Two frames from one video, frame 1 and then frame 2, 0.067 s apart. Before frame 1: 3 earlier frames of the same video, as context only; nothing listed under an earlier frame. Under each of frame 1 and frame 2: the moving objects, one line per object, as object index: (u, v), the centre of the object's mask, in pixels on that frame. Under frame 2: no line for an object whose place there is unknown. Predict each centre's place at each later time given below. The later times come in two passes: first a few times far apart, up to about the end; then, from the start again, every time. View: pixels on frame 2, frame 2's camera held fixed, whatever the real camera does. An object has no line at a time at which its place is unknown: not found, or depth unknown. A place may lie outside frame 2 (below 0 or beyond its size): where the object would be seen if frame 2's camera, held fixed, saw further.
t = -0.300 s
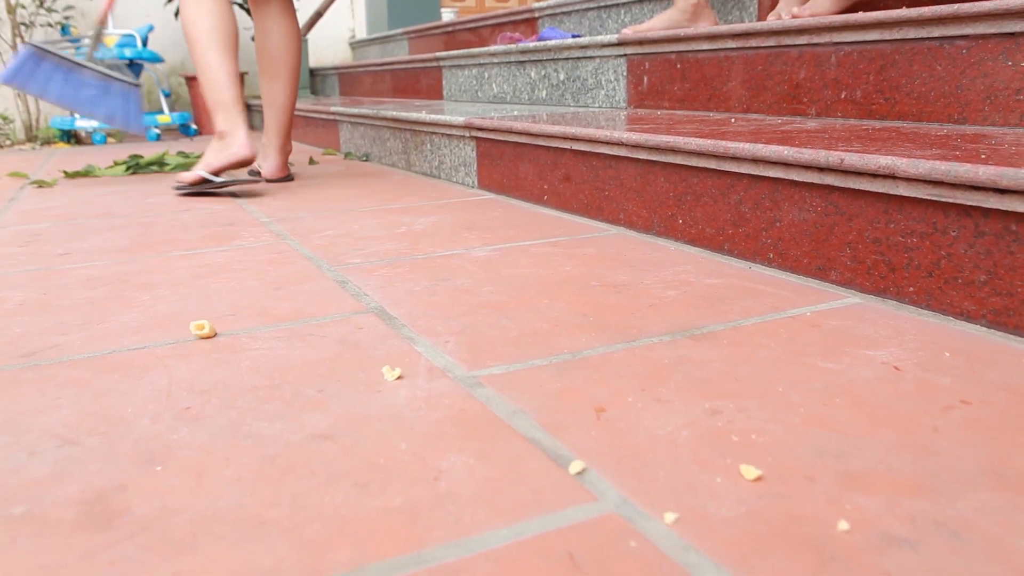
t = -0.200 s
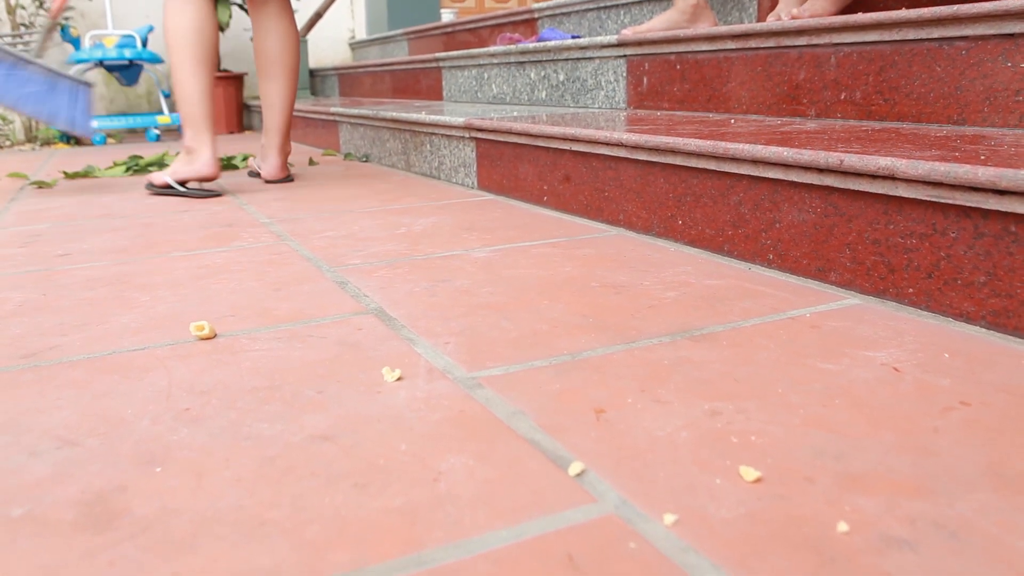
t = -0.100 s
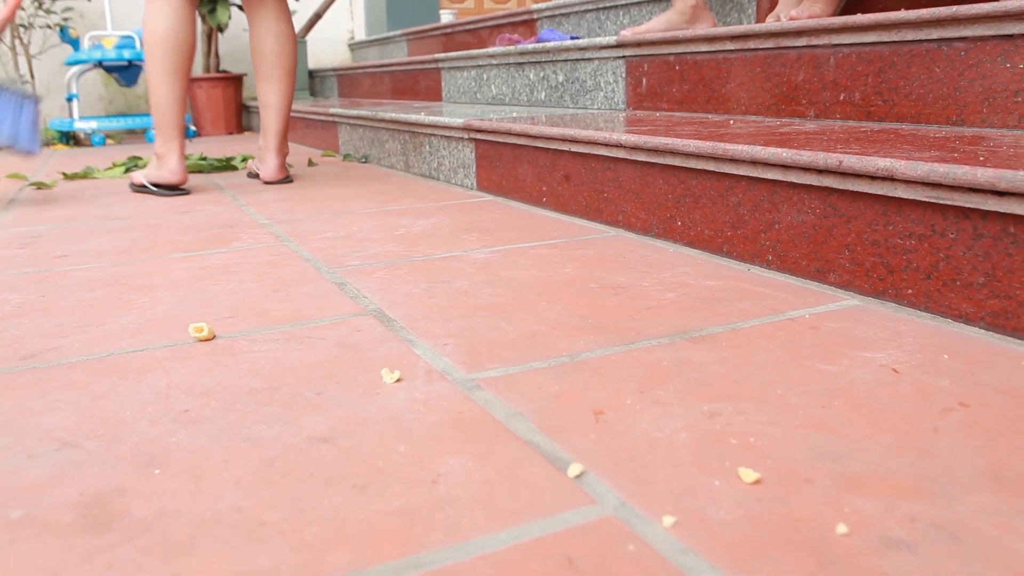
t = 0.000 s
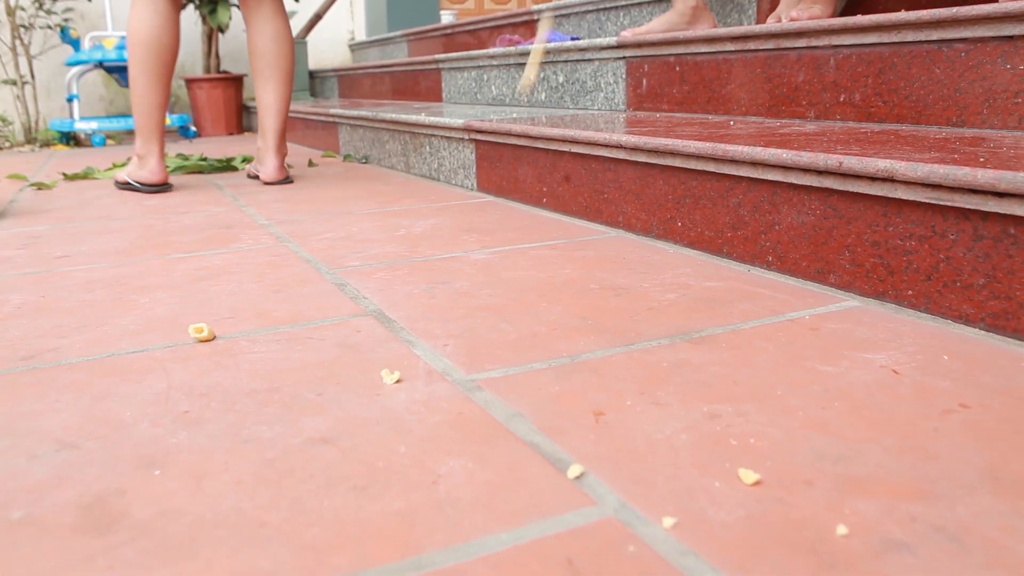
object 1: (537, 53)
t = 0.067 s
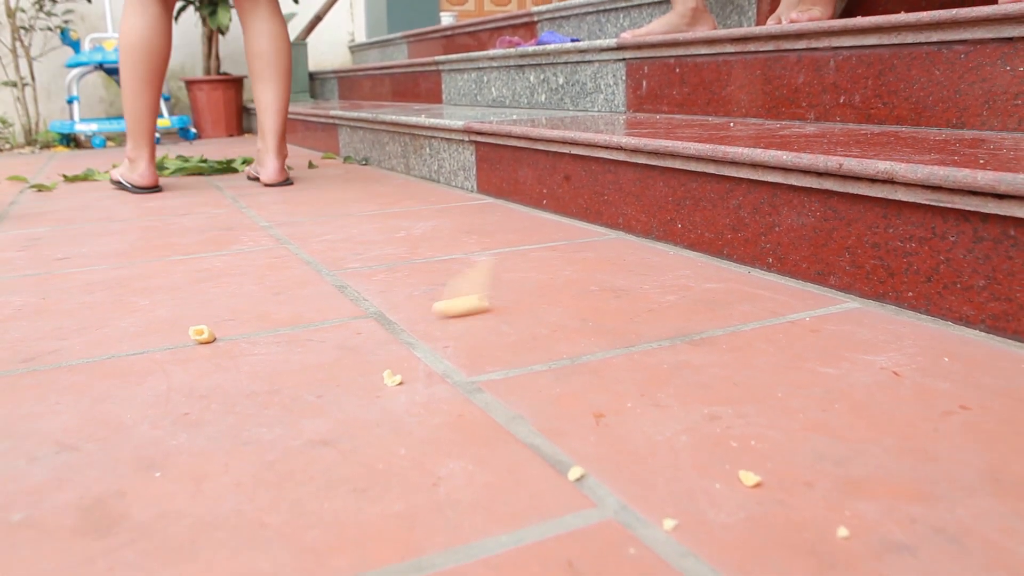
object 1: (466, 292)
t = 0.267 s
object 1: (390, 337)
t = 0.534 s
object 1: (377, 367)
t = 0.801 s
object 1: (376, 372)
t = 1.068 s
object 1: (376, 373)
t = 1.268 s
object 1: (376, 373)
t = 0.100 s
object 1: (452, 302)
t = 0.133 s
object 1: (446, 310)
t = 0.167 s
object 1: (431, 314)
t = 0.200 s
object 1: (412, 318)
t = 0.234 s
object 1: (400, 334)
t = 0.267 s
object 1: (390, 337)
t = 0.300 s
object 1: (378, 340)
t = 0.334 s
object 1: (375, 356)
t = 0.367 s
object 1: (372, 354)
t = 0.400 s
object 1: (376, 361)
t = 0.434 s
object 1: (378, 362)
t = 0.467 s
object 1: (378, 363)
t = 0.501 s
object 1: (378, 365)
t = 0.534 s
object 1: (377, 367)
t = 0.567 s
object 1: (378, 367)
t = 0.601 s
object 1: (376, 370)
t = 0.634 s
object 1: (375, 372)
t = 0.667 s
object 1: (375, 372)
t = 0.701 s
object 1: (376, 372)
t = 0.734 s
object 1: (376, 372)
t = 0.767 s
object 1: (376, 373)
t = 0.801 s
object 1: (376, 372)
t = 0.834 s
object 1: (376, 372)
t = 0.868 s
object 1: (376, 372)
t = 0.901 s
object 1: (376, 373)
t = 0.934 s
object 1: (376, 373)
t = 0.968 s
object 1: (376, 373)
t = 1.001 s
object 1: (376, 373)
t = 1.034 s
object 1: (376, 373)
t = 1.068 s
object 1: (376, 373)
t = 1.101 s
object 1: (376, 373)
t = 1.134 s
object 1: (376, 373)
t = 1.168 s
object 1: (376, 373)
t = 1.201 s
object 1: (376, 373)
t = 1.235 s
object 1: (376, 373)
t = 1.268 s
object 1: (376, 373)
